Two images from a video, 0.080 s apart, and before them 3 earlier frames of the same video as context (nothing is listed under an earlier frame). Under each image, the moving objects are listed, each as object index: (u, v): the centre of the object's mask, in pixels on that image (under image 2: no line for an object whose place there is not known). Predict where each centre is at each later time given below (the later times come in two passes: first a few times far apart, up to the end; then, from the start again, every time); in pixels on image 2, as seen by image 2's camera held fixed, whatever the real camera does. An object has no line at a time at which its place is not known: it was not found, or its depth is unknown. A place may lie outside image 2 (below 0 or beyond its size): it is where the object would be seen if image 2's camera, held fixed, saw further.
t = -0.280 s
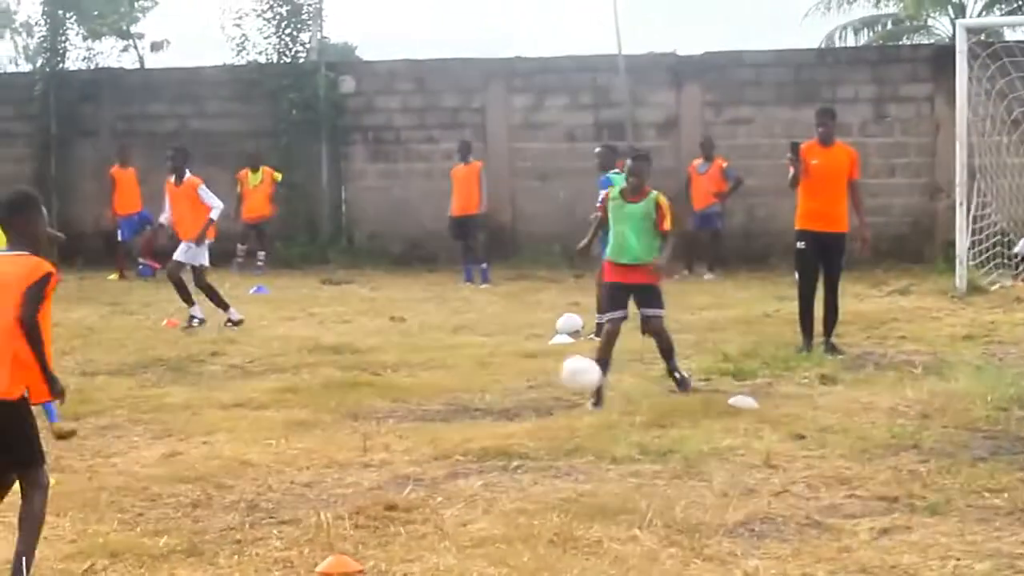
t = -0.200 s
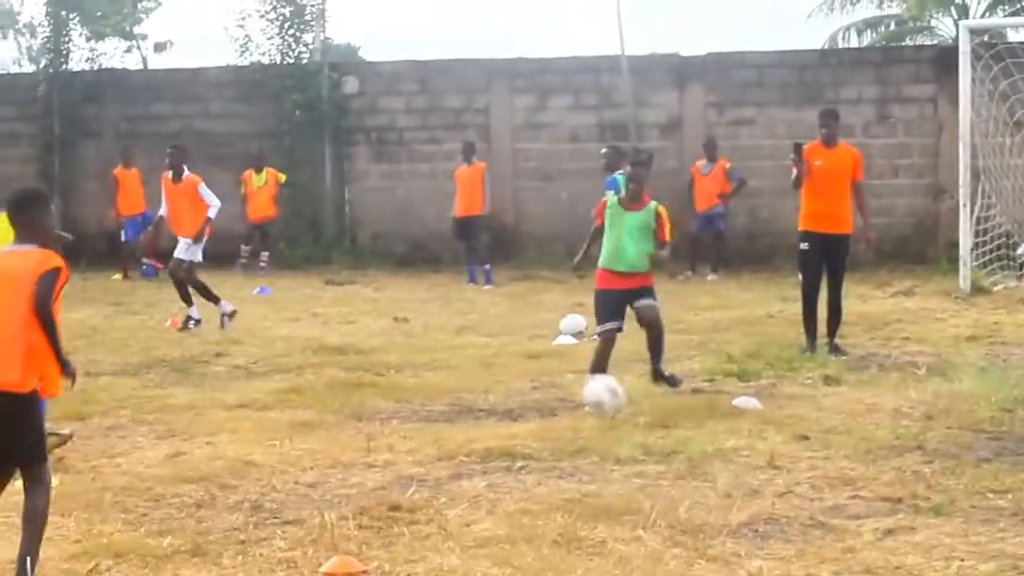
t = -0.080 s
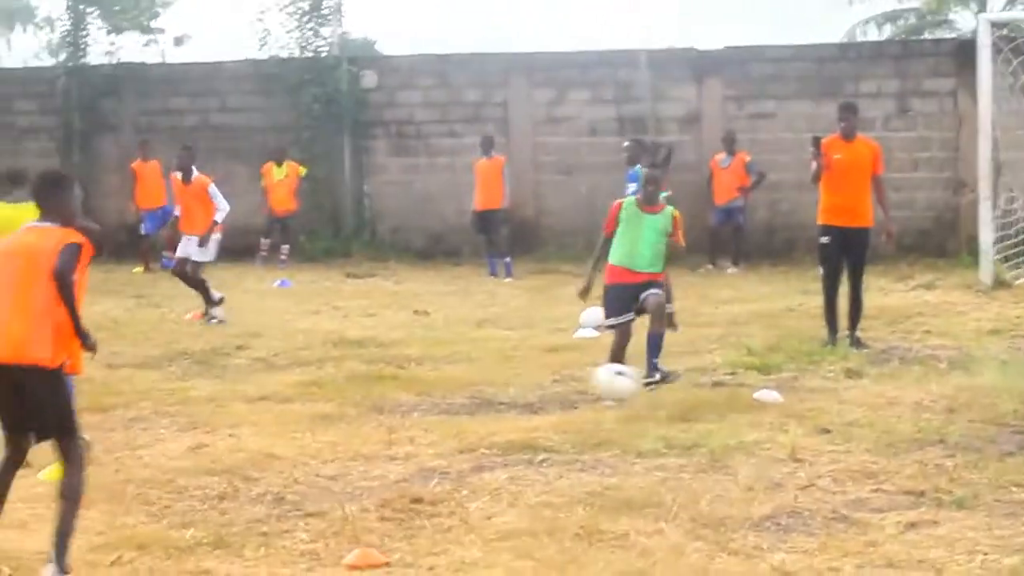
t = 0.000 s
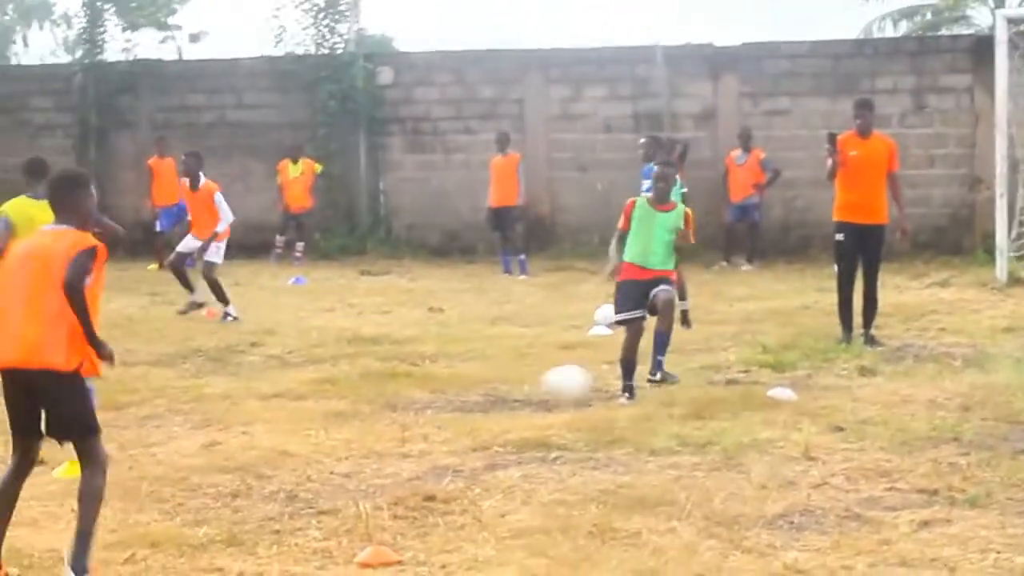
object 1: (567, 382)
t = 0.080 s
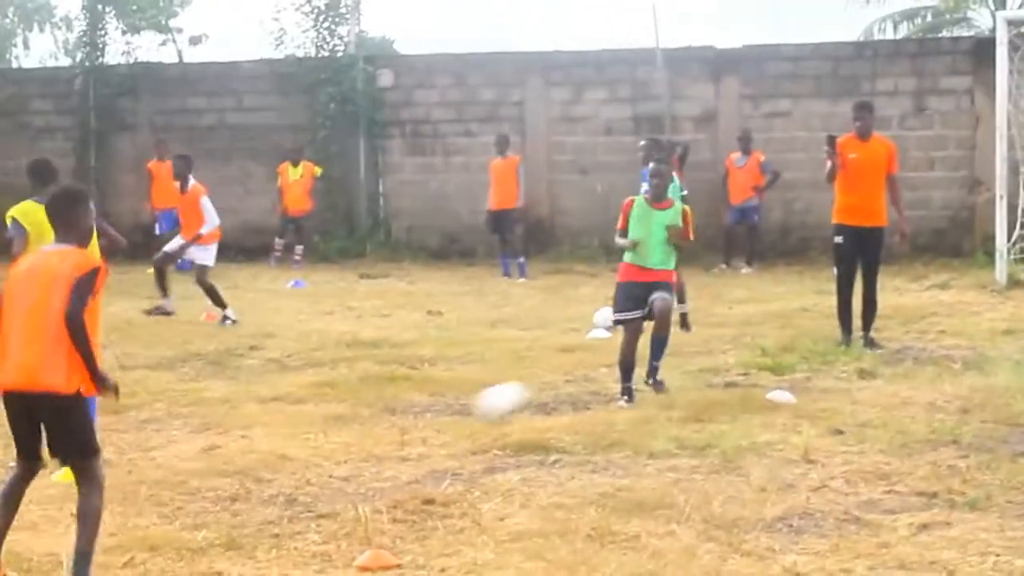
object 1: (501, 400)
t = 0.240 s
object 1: (371, 444)
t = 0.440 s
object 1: (229, 470)
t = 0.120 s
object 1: (470, 411)
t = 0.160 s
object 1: (434, 434)
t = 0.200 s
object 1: (398, 447)
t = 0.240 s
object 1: (371, 444)
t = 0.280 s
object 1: (344, 445)
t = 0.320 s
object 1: (313, 452)
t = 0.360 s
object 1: (283, 458)
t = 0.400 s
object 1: (254, 468)
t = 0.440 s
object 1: (229, 470)
